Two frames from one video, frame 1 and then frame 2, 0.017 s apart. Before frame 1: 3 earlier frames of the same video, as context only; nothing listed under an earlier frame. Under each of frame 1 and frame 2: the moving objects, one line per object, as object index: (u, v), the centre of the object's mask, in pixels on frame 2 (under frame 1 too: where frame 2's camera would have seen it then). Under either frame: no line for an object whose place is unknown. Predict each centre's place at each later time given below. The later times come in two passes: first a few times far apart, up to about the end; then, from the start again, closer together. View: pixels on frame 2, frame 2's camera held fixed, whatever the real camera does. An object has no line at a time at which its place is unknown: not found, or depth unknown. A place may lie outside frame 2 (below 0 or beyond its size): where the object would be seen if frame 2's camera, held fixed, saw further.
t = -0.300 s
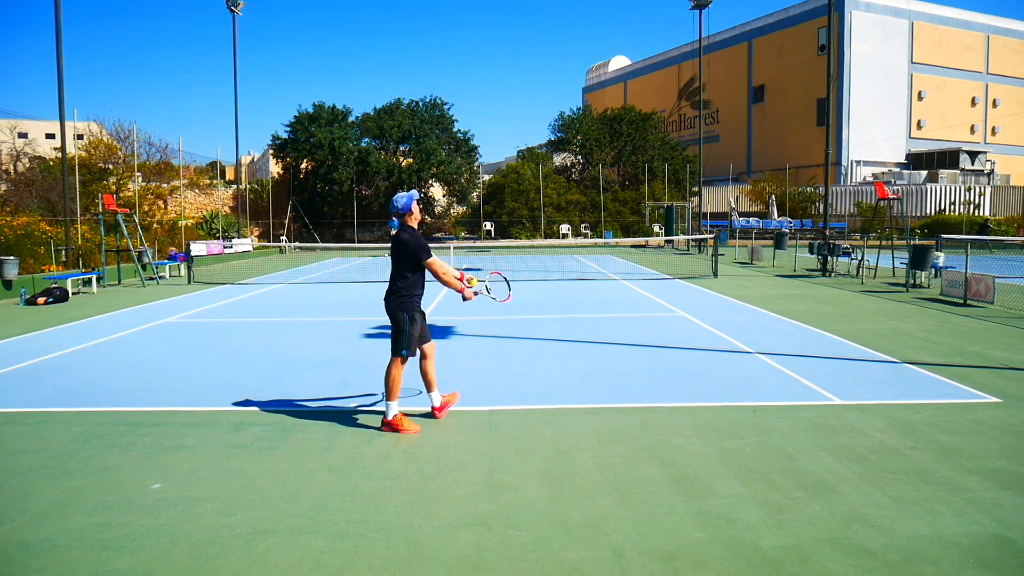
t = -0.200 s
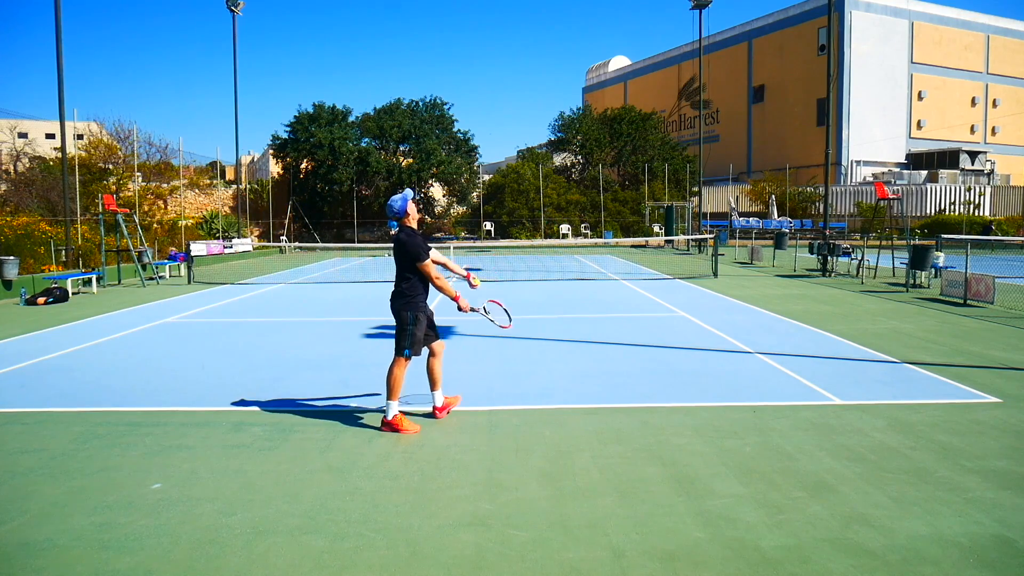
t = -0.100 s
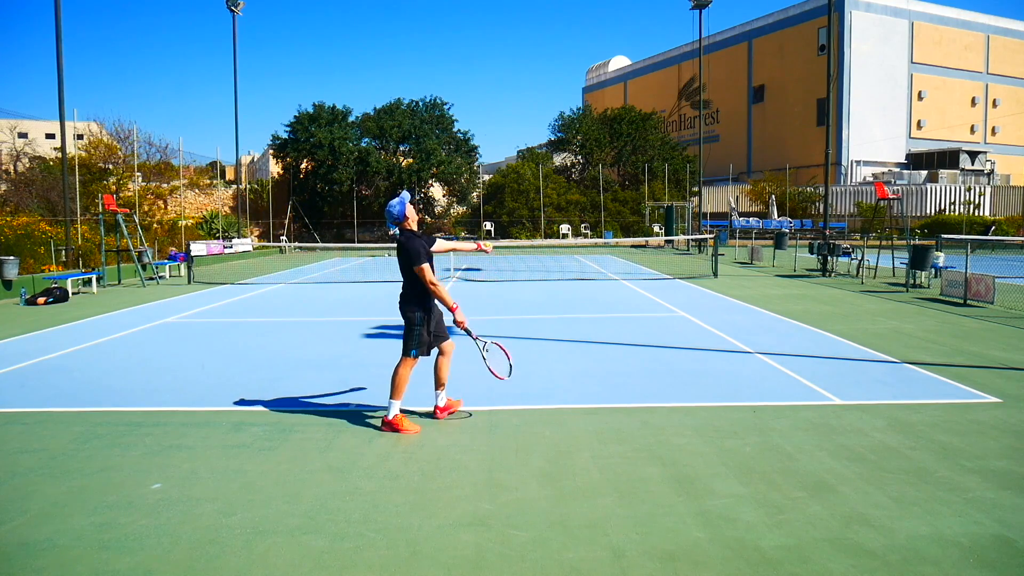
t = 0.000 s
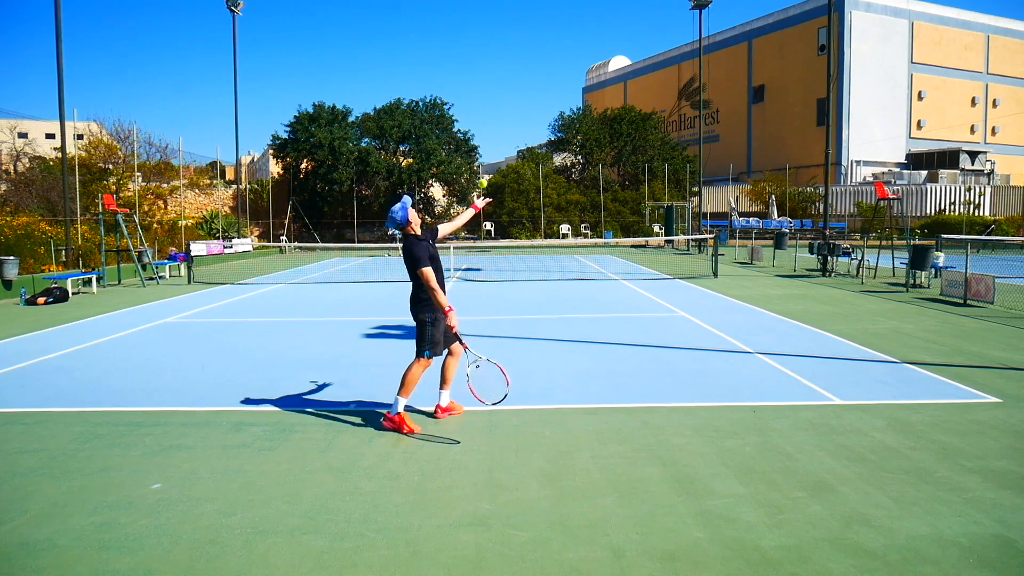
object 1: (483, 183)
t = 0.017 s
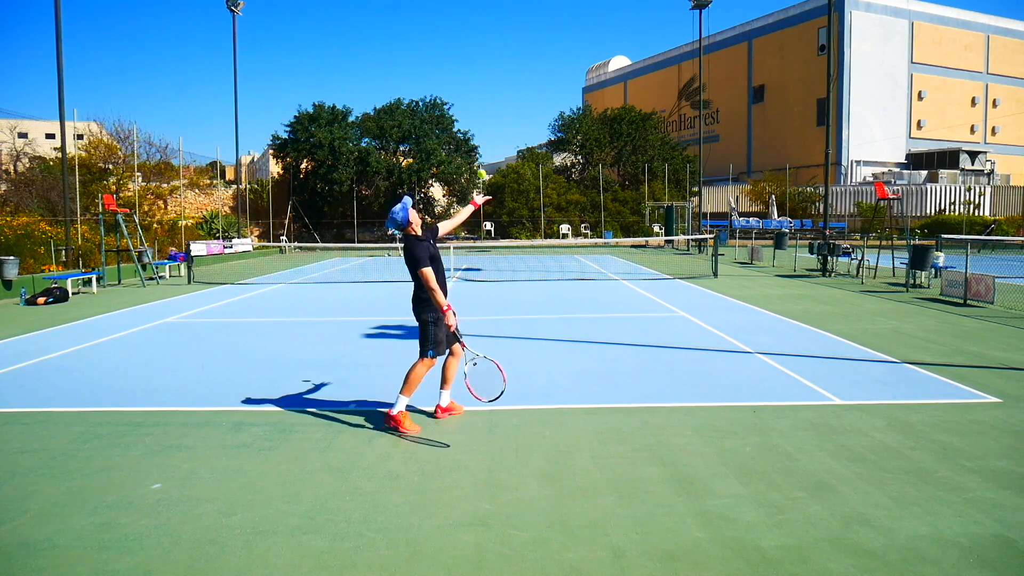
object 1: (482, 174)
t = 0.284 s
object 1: (464, 65)
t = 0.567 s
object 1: (447, 43)
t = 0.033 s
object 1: (481, 164)
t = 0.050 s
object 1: (480, 156)
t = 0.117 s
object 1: (475, 123)
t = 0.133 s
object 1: (474, 115)
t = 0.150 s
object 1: (473, 108)
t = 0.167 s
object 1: (472, 102)
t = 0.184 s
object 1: (471, 96)
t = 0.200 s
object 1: (470, 90)
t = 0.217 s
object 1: (468, 84)
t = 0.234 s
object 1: (467, 79)
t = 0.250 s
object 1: (466, 74)
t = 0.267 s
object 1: (465, 69)
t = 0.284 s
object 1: (464, 65)
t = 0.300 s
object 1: (463, 61)
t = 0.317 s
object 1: (462, 58)
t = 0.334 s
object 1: (461, 54)
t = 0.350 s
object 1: (460, 51)
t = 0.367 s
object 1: (459, 49)
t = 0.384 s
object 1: (458, 47)
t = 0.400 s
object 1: (457, 45)
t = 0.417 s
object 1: (456, 43)
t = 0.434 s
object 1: (455, 42)
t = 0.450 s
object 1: (454, 41)
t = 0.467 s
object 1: (453, 40)
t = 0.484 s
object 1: (452, 40)
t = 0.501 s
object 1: (451, 40)
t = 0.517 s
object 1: (450, 40)
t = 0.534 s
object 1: (449, 41)
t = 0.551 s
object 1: (448, 42)
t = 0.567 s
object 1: (447, 43)
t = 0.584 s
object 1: (446, 45)
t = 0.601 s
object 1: (445, 47)
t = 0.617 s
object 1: (444, 49)
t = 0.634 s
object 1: (443, 52)
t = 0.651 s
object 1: (442, 55)
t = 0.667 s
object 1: (441, 58)
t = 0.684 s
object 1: (440, 62)
